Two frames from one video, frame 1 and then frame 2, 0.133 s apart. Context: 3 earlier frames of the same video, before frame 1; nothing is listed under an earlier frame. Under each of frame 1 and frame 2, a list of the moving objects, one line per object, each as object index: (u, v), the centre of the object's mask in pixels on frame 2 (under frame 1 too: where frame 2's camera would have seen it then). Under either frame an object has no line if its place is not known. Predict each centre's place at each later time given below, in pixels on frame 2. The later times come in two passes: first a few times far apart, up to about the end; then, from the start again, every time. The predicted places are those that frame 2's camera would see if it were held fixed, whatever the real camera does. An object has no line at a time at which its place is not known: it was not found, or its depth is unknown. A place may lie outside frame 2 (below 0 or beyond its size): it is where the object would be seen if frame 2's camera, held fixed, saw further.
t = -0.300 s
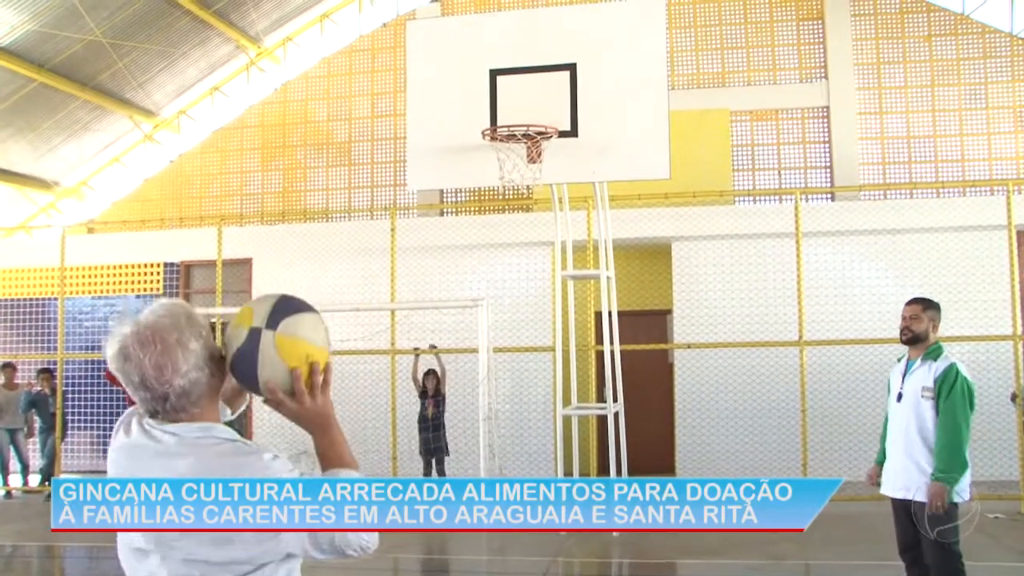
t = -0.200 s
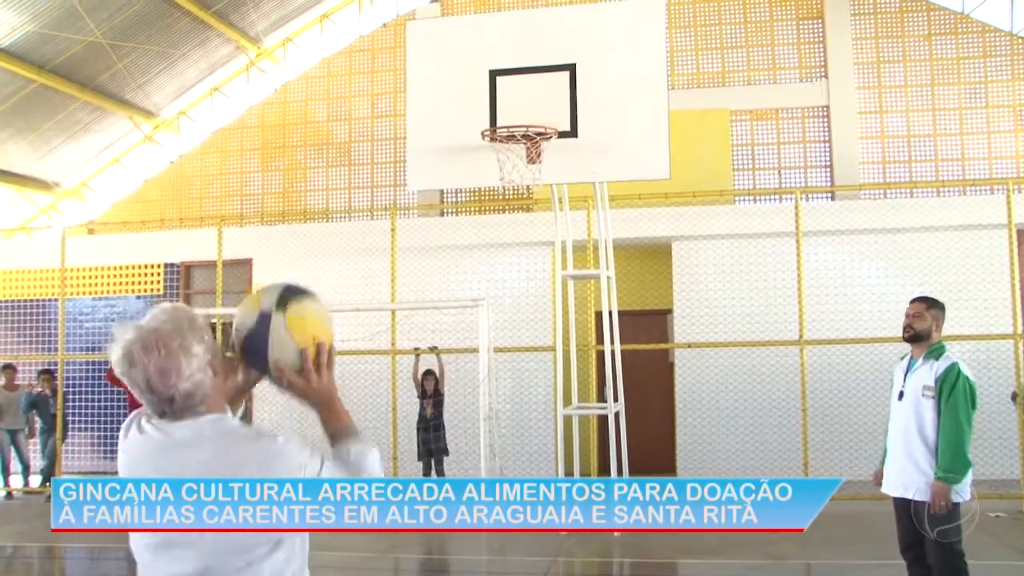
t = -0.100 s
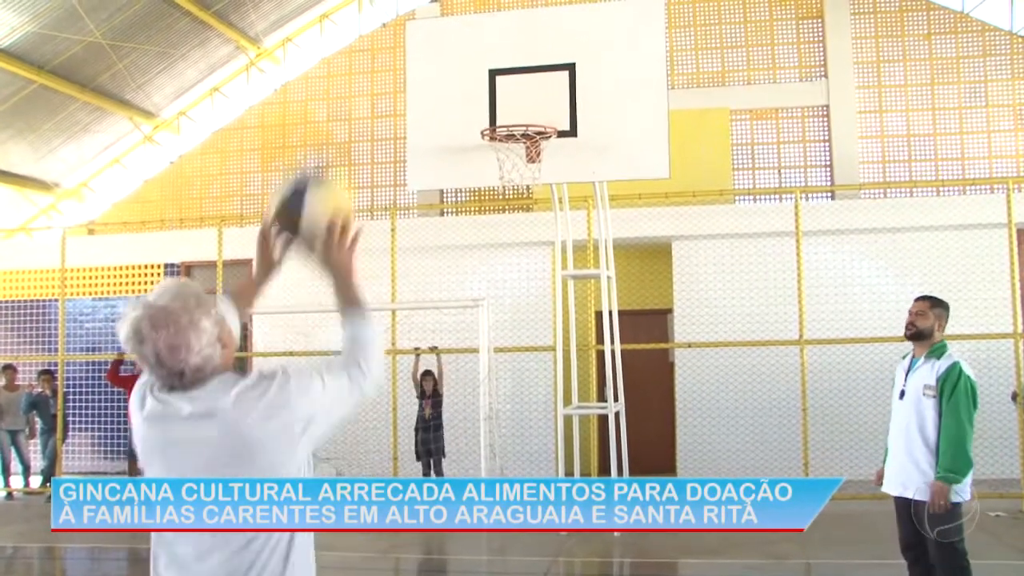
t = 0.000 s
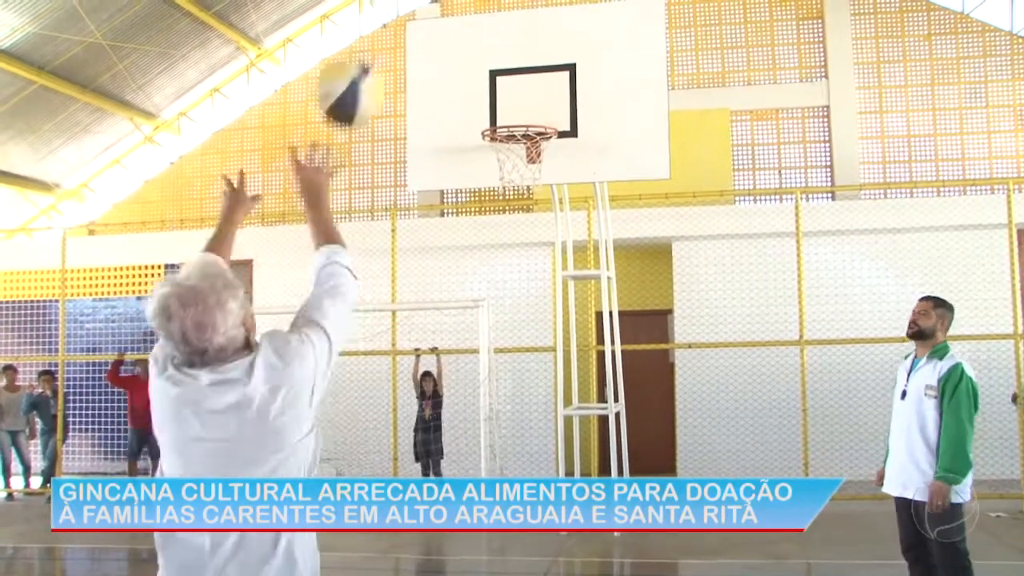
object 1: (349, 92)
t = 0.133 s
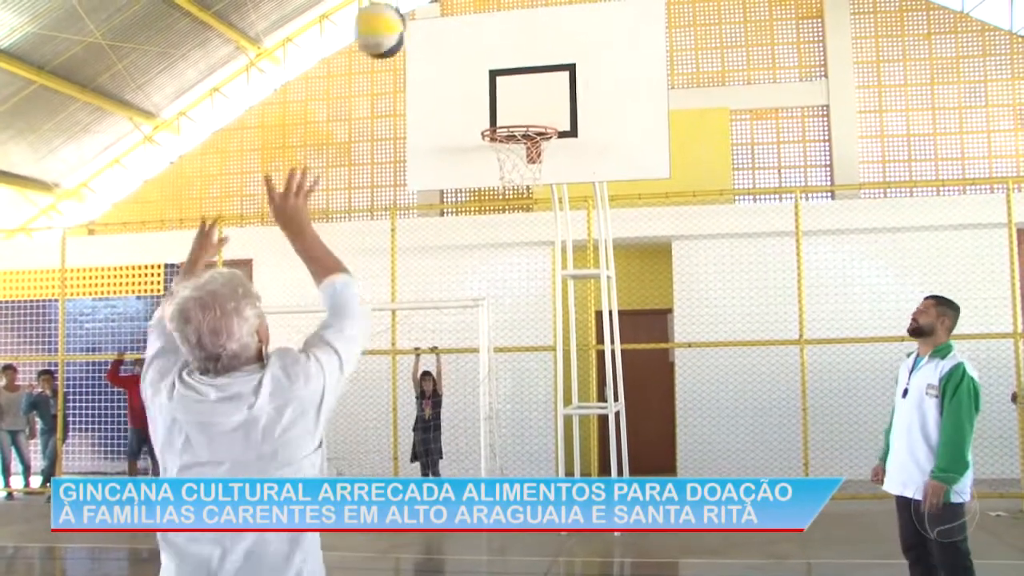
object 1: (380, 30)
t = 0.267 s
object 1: (402, 24)
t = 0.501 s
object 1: (425, 78)
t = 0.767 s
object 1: (410, 172)
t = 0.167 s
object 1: (386, 25)
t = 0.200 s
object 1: (392, 23)
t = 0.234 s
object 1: (398, 22)
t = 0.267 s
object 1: (402, 24)
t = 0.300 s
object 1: (406, 27)
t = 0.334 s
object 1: (411, 32)
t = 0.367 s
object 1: (414, 39)
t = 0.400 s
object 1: (416, 46)
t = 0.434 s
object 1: (420, 56)
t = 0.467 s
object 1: (422, 66)
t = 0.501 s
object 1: (425, 78)
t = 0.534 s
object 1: (428, 91)
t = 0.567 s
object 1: (431, 105)
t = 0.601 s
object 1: (434, 120)
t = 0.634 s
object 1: (437, 135)
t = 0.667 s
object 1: (433, 143)
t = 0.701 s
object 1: (424, 151)
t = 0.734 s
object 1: (419, 160)
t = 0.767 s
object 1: (410, 172)
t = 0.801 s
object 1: (401, 186)
